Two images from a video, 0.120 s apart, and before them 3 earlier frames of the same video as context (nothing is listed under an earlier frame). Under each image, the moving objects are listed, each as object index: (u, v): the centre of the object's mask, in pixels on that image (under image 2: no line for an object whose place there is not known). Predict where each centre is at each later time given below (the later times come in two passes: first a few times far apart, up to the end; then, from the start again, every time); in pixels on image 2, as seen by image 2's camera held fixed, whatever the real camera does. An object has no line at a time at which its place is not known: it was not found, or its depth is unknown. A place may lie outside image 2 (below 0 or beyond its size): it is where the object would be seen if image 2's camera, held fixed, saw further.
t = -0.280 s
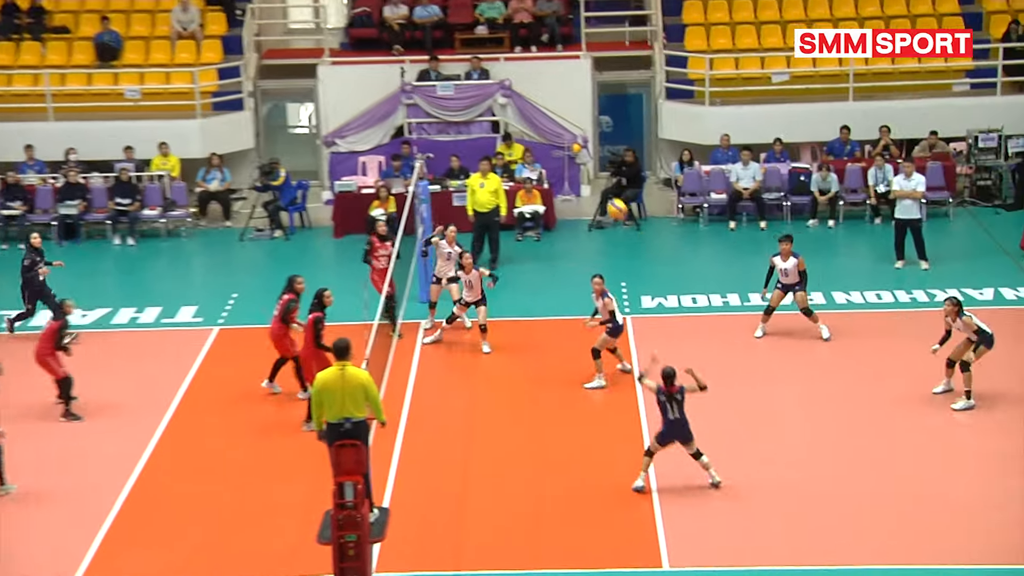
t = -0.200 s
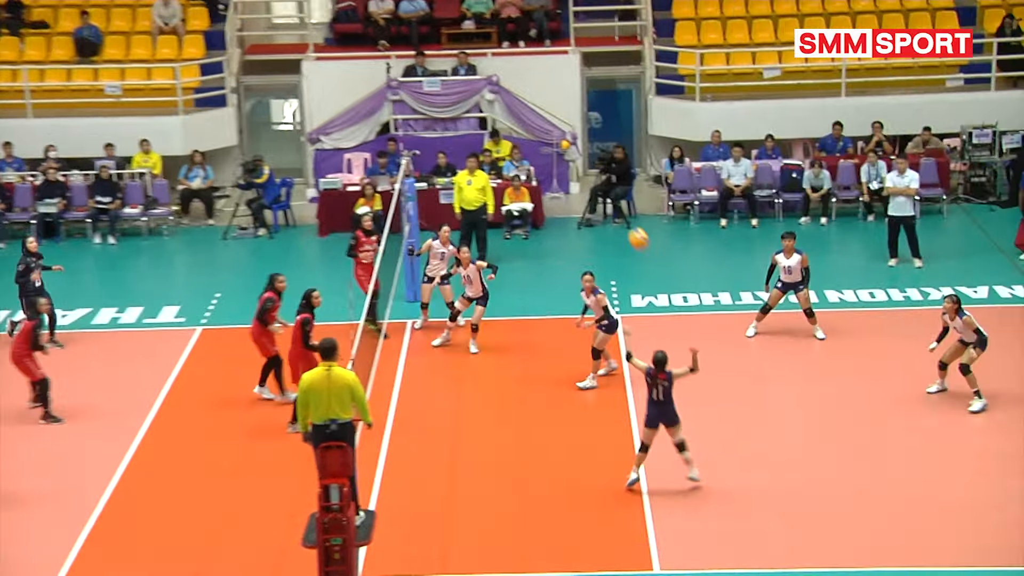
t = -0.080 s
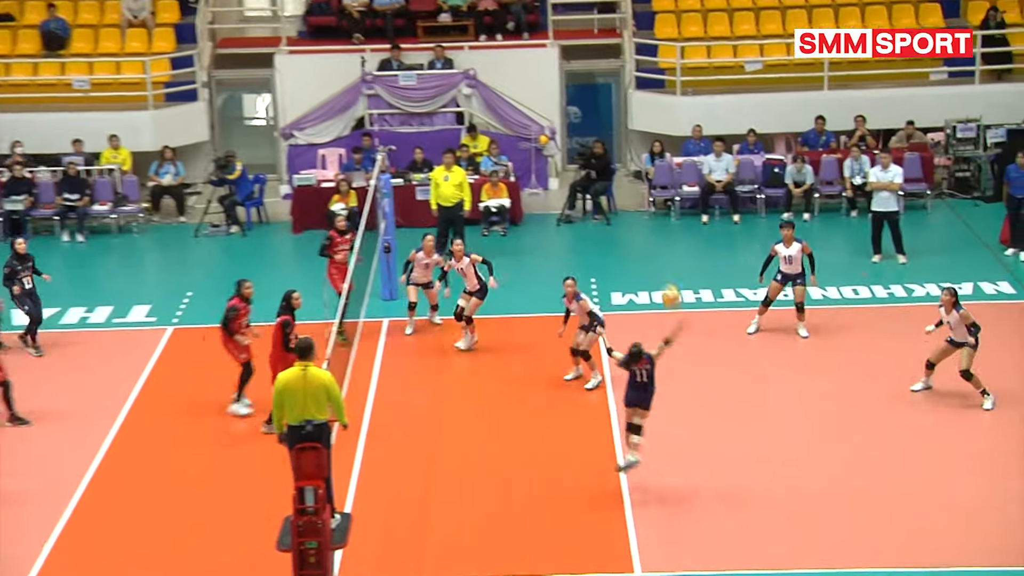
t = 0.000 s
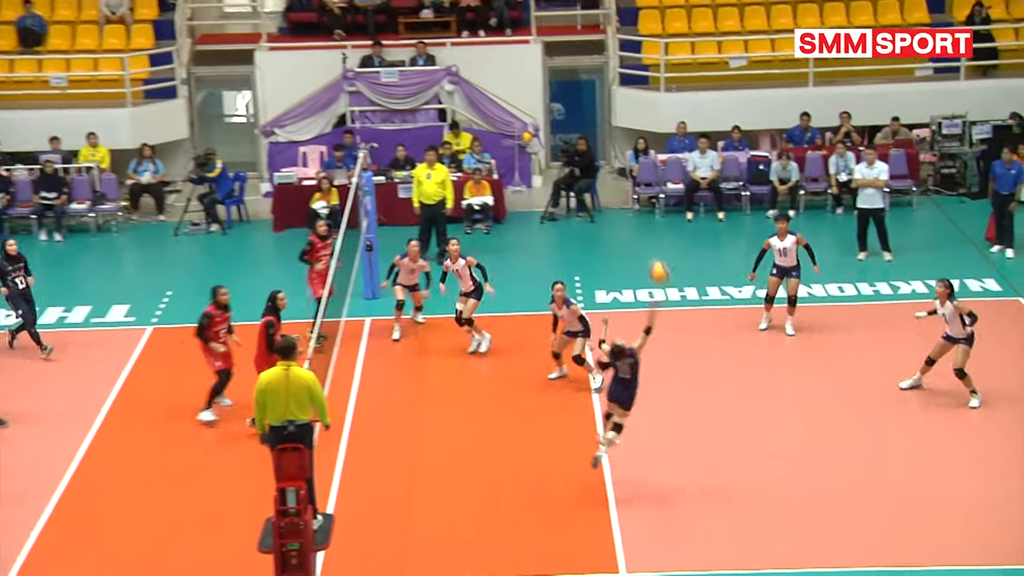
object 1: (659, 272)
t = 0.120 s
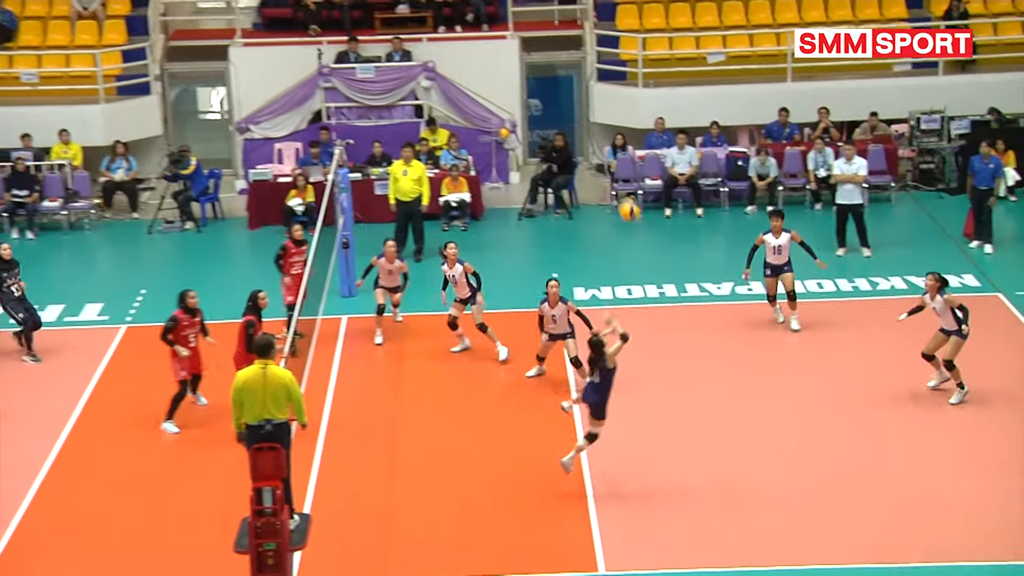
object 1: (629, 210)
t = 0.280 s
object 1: (618, 153)
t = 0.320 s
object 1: (615, 143)
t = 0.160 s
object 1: (626, 194)
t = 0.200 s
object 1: (623, 180)
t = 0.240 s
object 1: (621, 166)
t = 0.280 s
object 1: (618, 153)
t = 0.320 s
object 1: (615, 143)
